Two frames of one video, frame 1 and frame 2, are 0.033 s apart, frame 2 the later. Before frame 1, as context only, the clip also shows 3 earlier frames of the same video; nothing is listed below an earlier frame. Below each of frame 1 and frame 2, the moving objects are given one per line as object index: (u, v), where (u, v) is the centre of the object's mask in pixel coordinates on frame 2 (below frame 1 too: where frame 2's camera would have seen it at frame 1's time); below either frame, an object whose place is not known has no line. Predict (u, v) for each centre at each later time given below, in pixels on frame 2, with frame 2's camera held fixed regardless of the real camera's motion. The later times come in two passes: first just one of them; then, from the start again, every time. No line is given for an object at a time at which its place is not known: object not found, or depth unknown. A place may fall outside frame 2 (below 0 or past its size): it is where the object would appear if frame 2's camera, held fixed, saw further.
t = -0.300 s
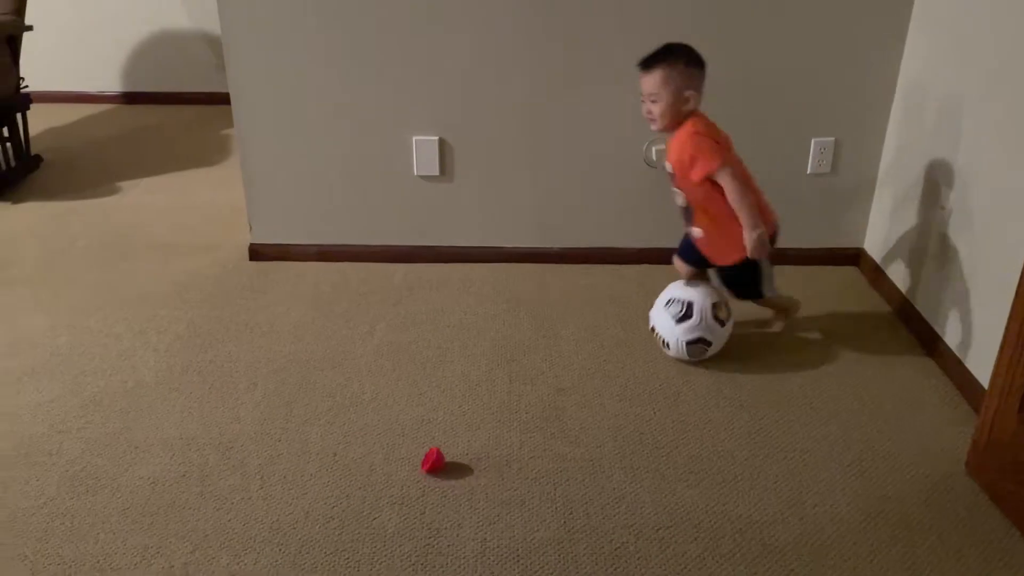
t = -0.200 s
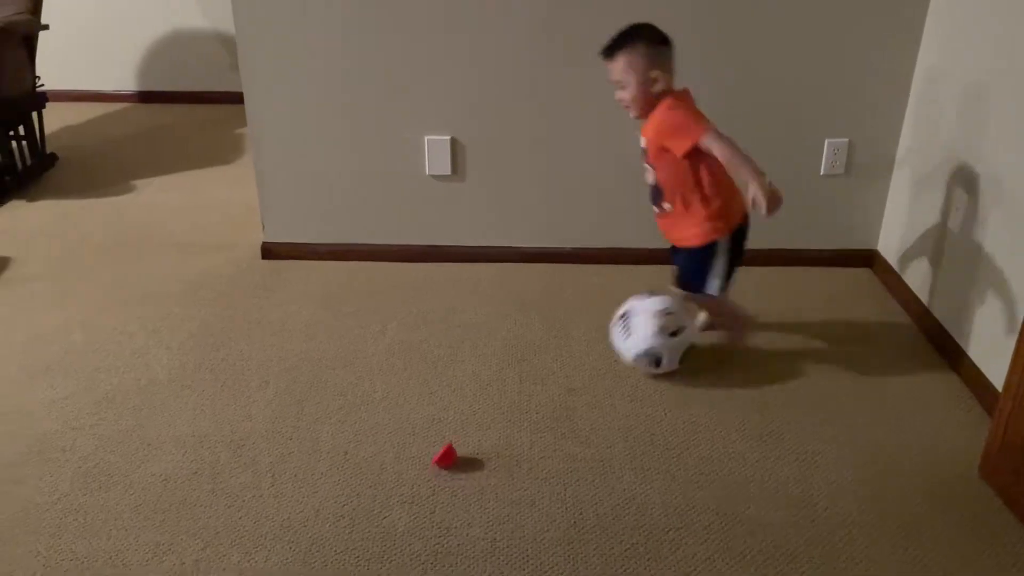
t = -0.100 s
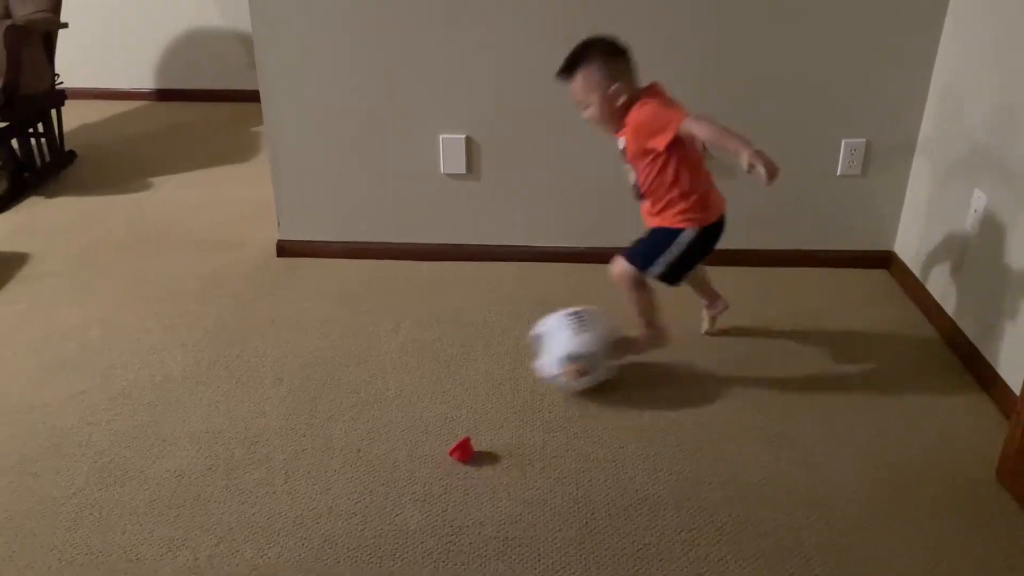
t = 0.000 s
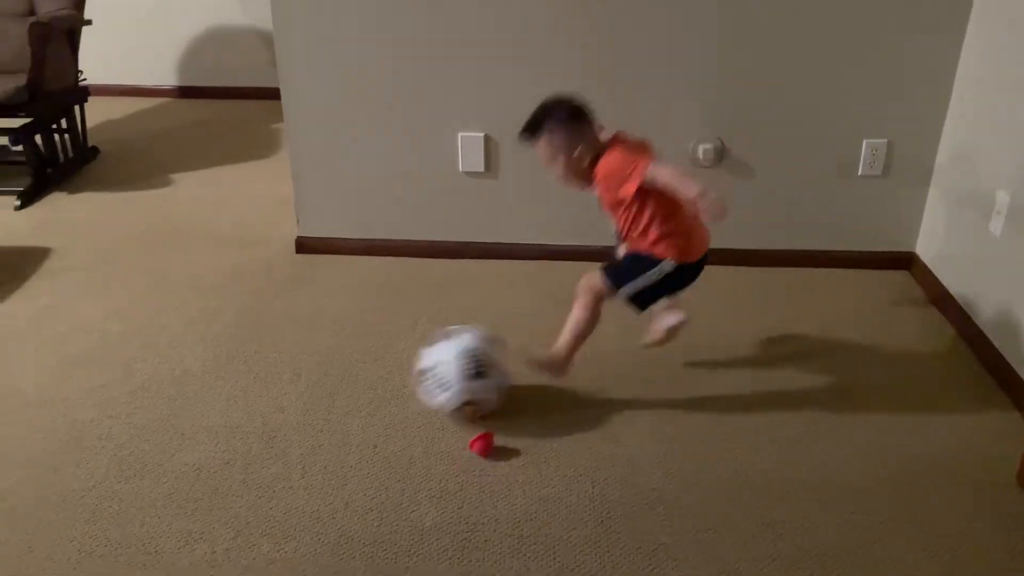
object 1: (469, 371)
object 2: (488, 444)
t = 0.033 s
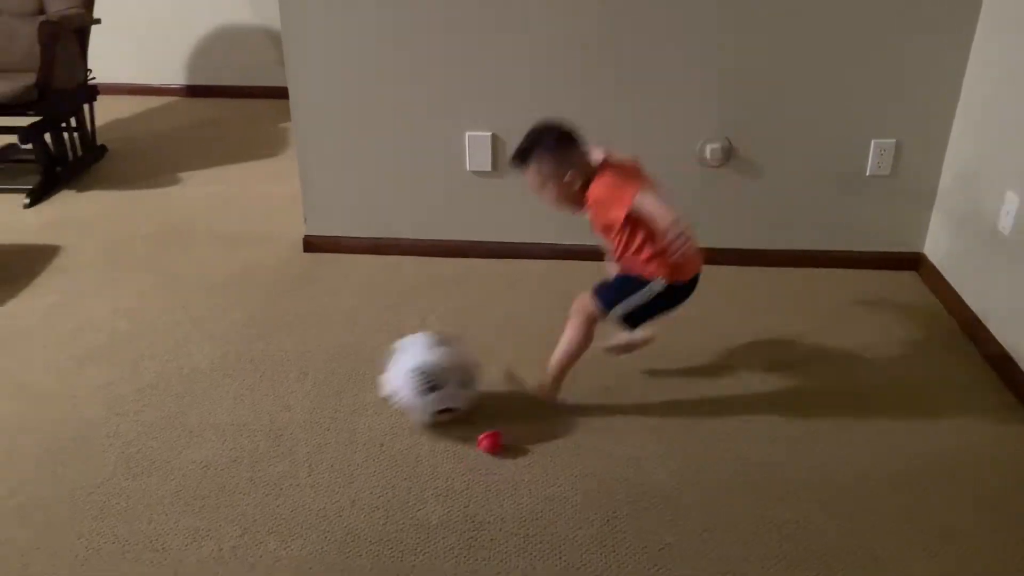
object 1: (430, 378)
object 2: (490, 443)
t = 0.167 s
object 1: (272, 405)
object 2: (499, 442)
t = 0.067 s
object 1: (386, 386)
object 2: (492, 442)
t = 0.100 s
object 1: (350, 394)
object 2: (496, 442)
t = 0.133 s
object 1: (311, 400)
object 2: (497, 442)
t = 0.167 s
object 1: (272, 405)
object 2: (499, 442)
